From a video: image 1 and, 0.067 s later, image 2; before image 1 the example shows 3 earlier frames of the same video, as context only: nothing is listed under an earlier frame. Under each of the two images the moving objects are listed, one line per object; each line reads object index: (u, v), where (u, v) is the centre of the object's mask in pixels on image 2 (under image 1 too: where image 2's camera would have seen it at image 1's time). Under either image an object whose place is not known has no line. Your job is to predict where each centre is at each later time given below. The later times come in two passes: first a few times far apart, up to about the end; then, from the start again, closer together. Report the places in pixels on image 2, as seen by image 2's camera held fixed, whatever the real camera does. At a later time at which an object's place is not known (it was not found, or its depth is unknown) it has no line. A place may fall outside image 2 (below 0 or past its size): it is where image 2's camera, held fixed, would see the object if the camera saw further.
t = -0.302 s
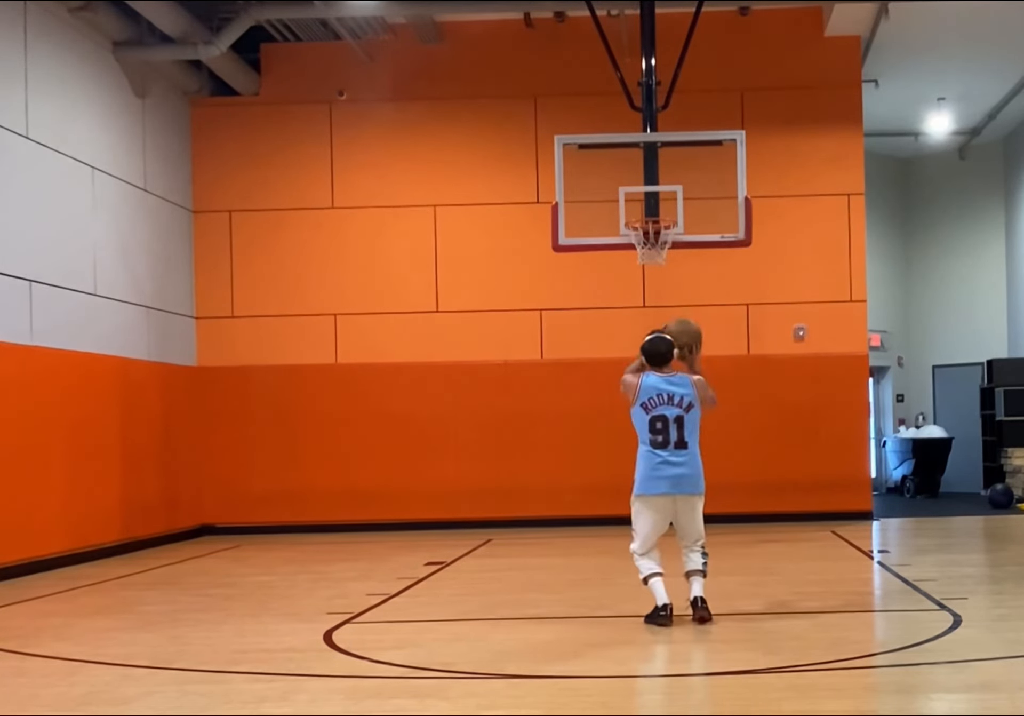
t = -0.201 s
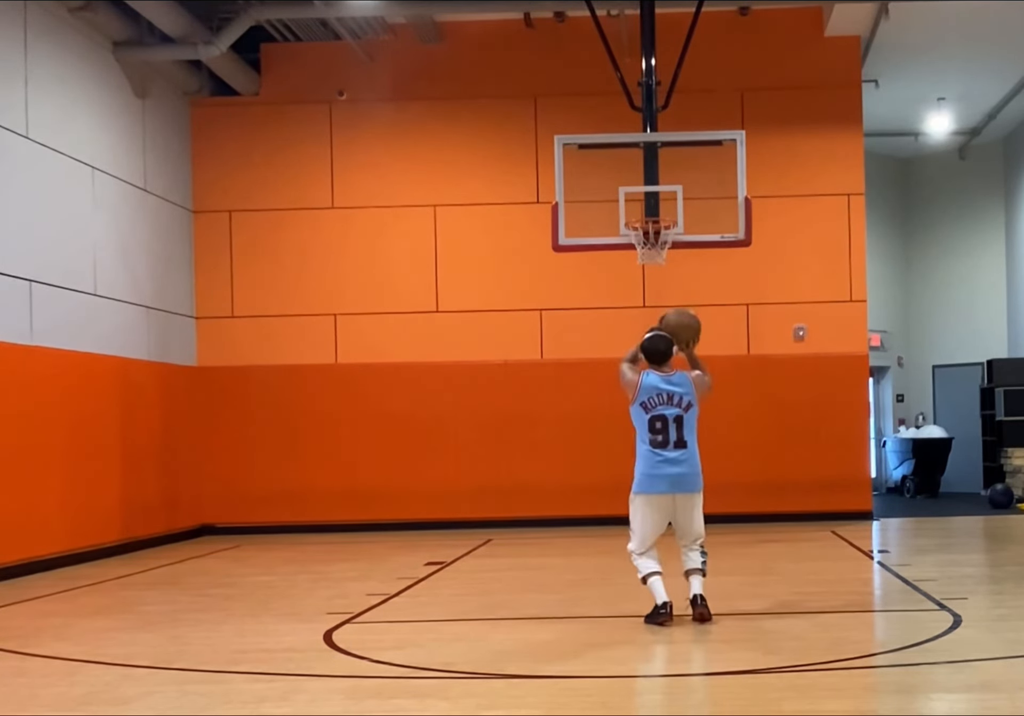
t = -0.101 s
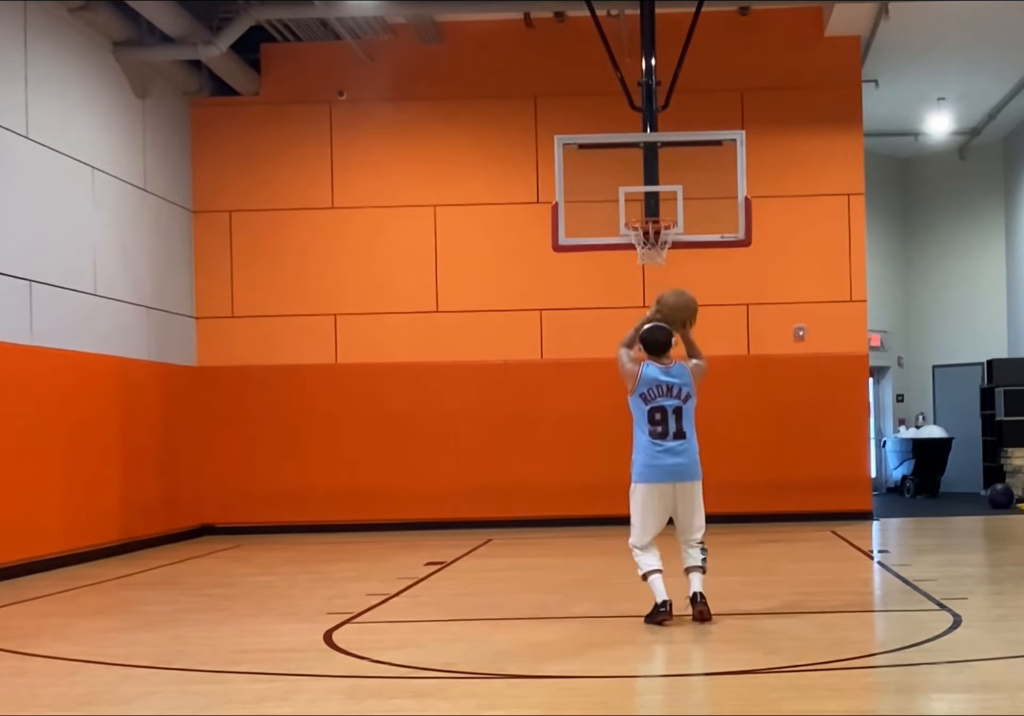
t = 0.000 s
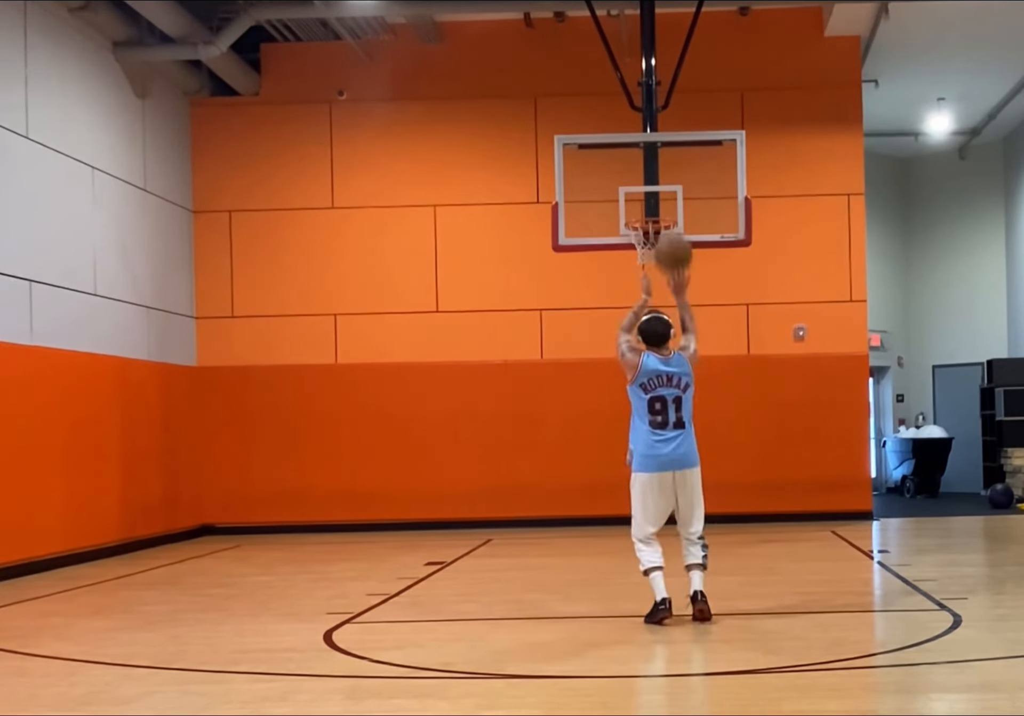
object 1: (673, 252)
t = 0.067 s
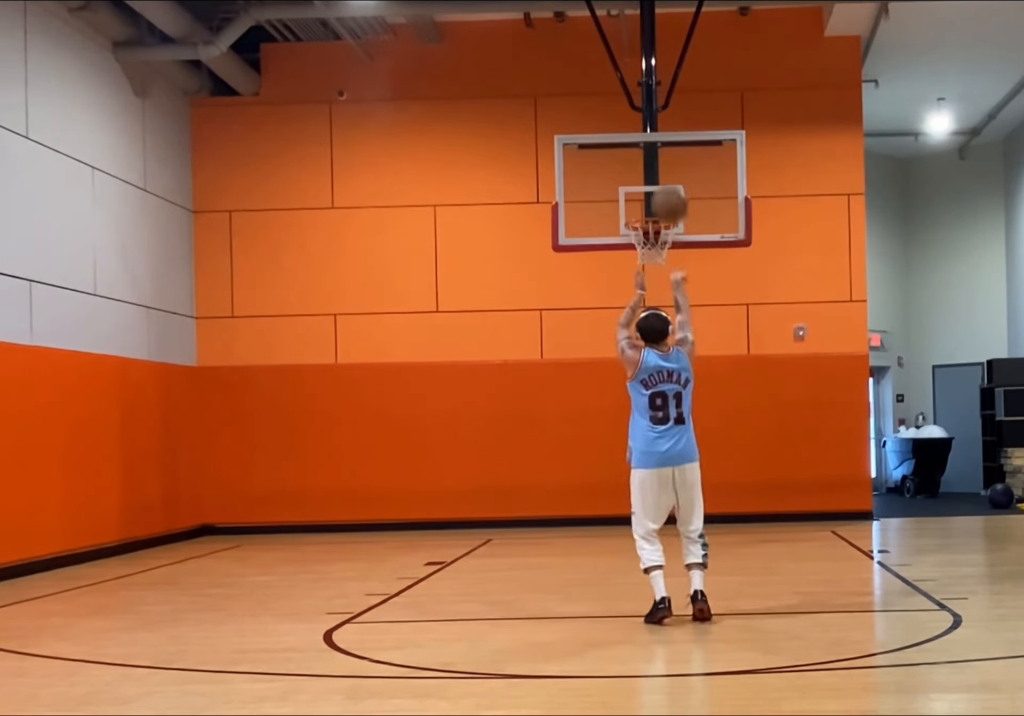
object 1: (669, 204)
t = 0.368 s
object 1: (657, 98)
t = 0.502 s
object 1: (654, 95)
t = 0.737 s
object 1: (650, 137)
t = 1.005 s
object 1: (649, 222)
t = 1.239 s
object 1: (659, 235)
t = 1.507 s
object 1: (651, 251)
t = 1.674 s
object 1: (645, 289)
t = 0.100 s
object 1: (668, 183)
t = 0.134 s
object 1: (666, 165)
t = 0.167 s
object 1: (665, 150)
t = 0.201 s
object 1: (664, 136)
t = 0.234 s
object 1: (663, 124)
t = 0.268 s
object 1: (661, 114)
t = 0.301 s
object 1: (660, 106)
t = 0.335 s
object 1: (658, 101)
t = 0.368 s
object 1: (657, 98)
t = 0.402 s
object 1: (656, 95)
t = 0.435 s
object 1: (655, 94)
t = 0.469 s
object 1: (655, 94)
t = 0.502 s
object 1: (654, 95)
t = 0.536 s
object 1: (653, 97)
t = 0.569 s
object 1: (652, 99)
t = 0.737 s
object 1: (650, 137)
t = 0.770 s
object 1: (650, 148)
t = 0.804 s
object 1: (649, 157)
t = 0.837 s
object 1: (649, 170)
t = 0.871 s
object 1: (649, 184)
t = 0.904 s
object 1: (648, 198)
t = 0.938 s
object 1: (648, 209)
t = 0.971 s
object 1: (649, 217)
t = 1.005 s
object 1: (649, 222)
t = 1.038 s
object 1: (650, 226)
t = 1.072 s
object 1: (651, 228)
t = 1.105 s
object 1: (654, 235)
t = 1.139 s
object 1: (656, 238)
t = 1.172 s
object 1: (657, 238)
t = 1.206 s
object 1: (659, 236)
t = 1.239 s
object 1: (659, 235)
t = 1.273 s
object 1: (659, 235)
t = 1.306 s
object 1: (659, 235)
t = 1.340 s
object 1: (658, 238)
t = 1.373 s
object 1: (656, 240)
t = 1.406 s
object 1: (656, 242)
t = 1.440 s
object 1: (654, 246)
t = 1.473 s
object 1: (652, 244)
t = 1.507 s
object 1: (651, 251)
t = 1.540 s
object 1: (650, 258)
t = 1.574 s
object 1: (648, 268)
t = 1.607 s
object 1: (647, 272)
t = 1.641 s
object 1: (646, 279)
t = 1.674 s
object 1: (645, 289)
